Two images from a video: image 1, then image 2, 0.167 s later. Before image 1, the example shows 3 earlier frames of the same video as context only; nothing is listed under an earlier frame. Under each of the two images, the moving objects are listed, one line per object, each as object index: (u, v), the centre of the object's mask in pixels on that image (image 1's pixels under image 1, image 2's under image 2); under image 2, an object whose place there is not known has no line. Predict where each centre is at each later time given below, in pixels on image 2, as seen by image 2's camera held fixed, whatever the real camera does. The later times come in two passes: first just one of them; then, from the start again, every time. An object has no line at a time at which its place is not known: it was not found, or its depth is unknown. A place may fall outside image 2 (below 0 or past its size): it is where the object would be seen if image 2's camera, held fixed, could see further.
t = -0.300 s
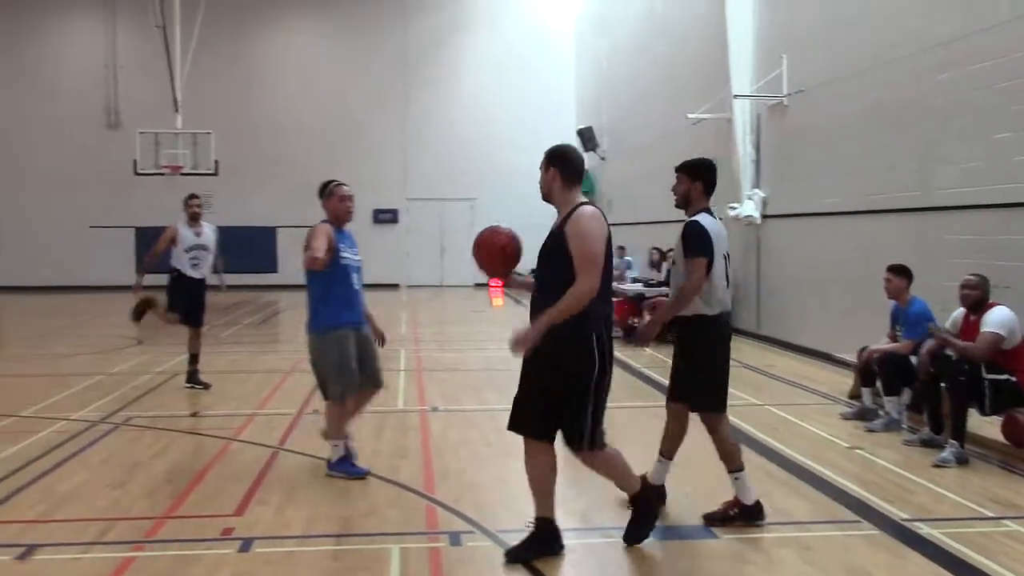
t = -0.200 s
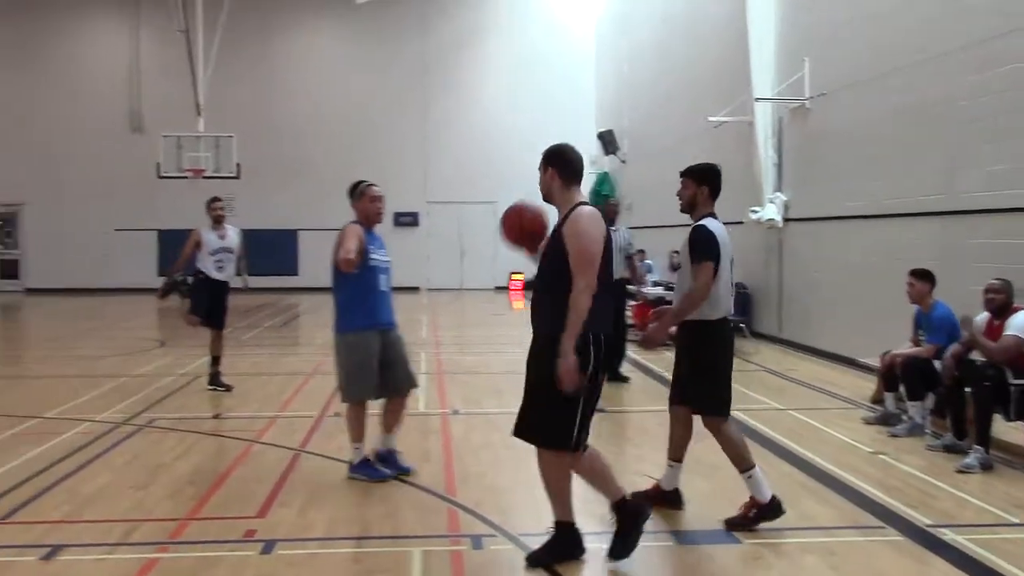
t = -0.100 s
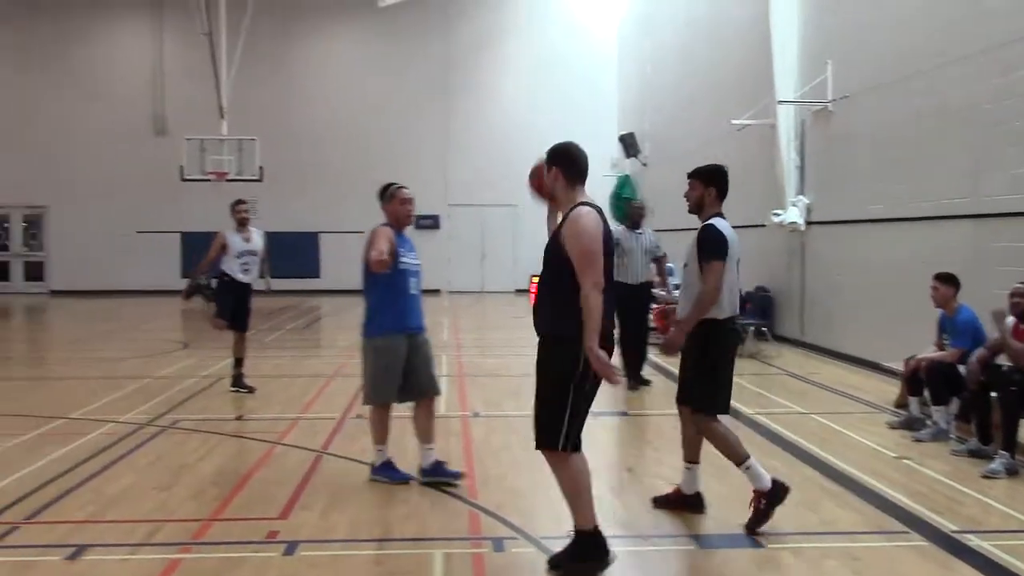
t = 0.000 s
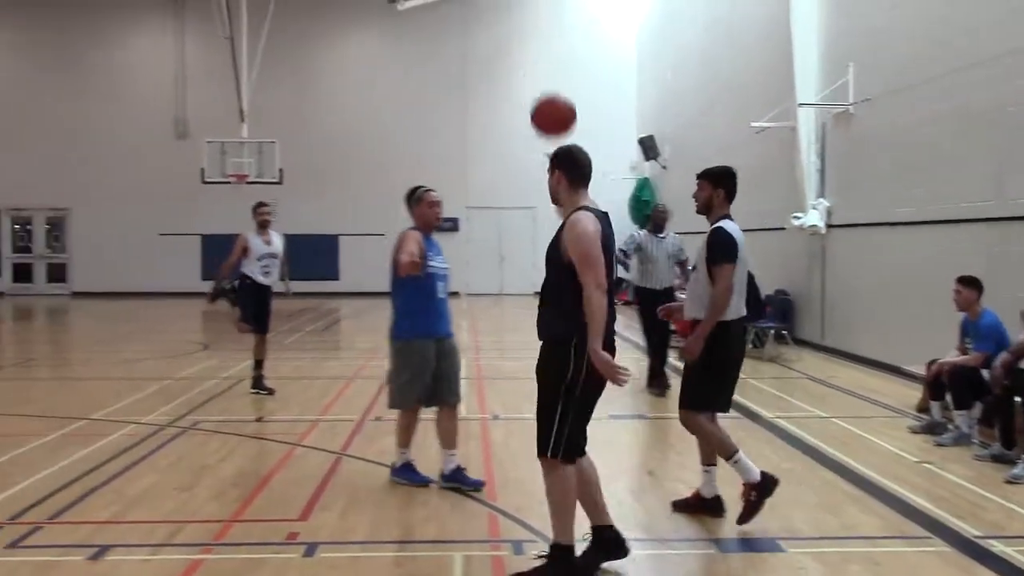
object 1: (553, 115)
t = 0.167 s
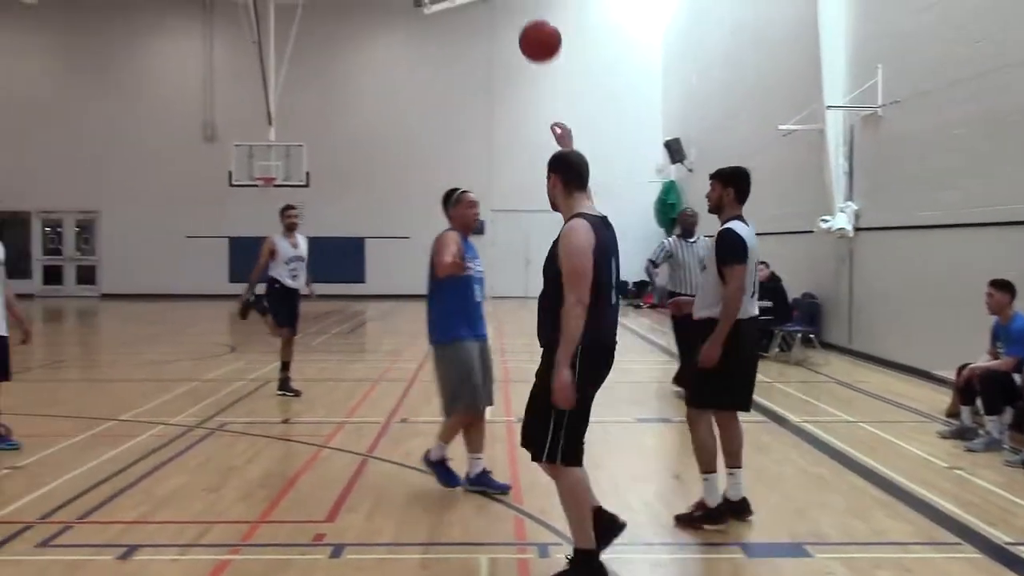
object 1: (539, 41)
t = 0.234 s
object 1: (525, 27)
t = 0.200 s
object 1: (532, 33)
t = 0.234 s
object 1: (525, 27)
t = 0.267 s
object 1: (518, 23)
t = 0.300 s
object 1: (511, 20)
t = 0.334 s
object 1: (505, 21)
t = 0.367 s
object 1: (499, 22)
